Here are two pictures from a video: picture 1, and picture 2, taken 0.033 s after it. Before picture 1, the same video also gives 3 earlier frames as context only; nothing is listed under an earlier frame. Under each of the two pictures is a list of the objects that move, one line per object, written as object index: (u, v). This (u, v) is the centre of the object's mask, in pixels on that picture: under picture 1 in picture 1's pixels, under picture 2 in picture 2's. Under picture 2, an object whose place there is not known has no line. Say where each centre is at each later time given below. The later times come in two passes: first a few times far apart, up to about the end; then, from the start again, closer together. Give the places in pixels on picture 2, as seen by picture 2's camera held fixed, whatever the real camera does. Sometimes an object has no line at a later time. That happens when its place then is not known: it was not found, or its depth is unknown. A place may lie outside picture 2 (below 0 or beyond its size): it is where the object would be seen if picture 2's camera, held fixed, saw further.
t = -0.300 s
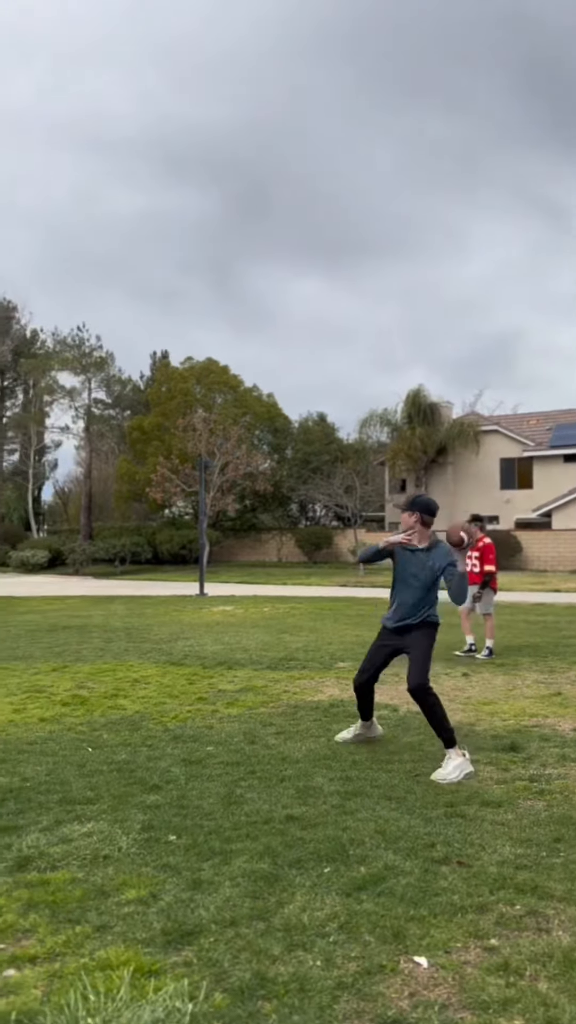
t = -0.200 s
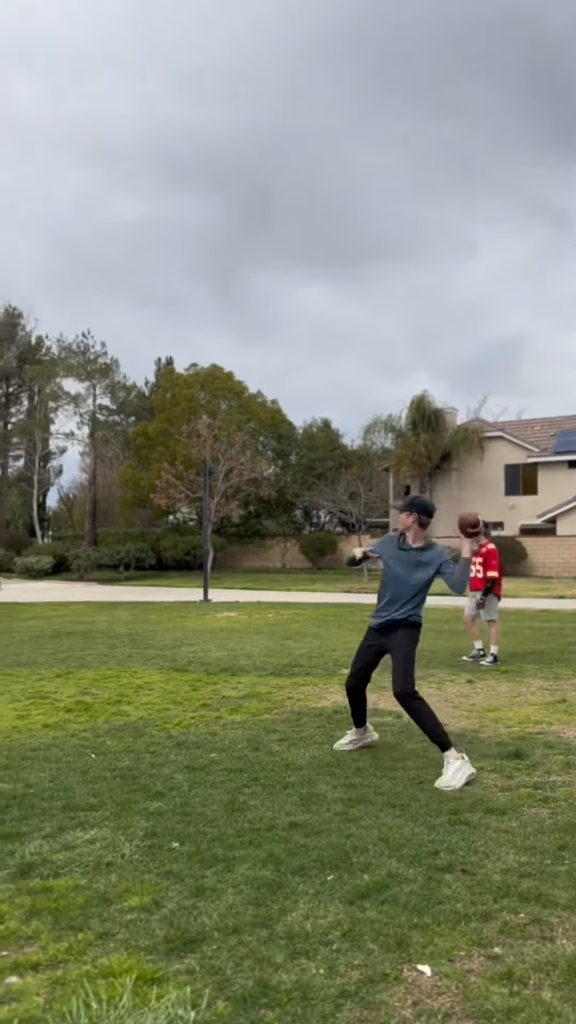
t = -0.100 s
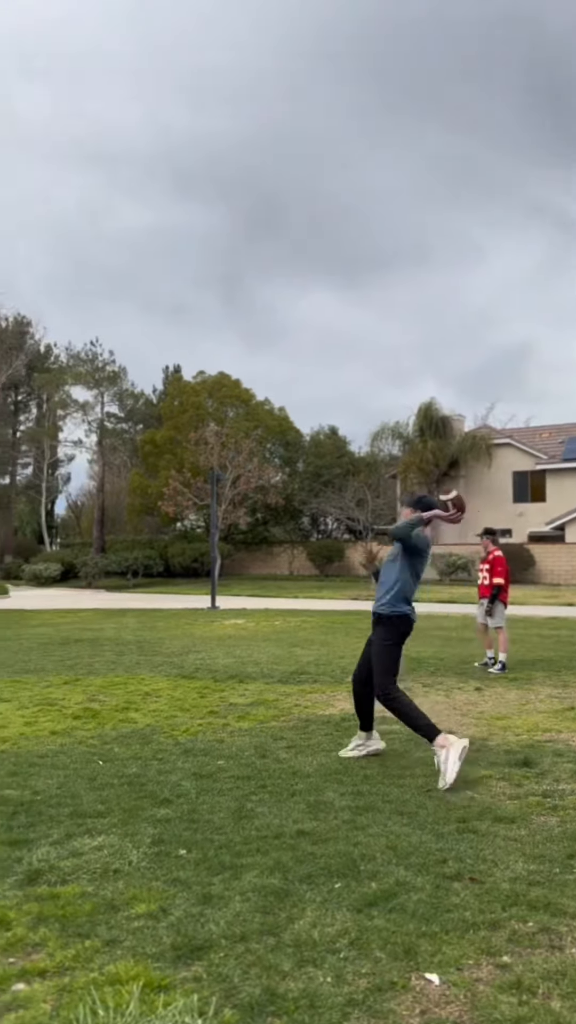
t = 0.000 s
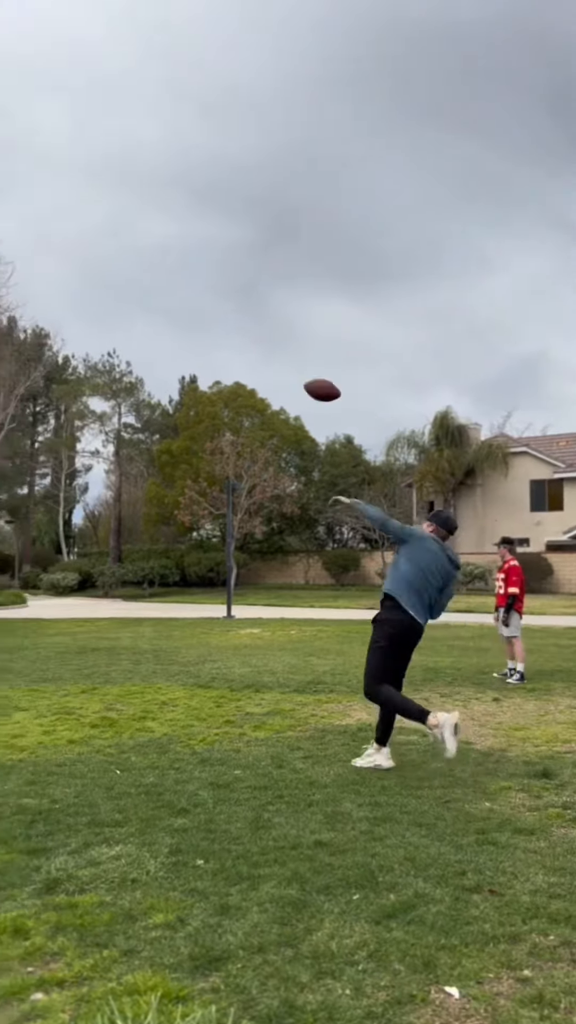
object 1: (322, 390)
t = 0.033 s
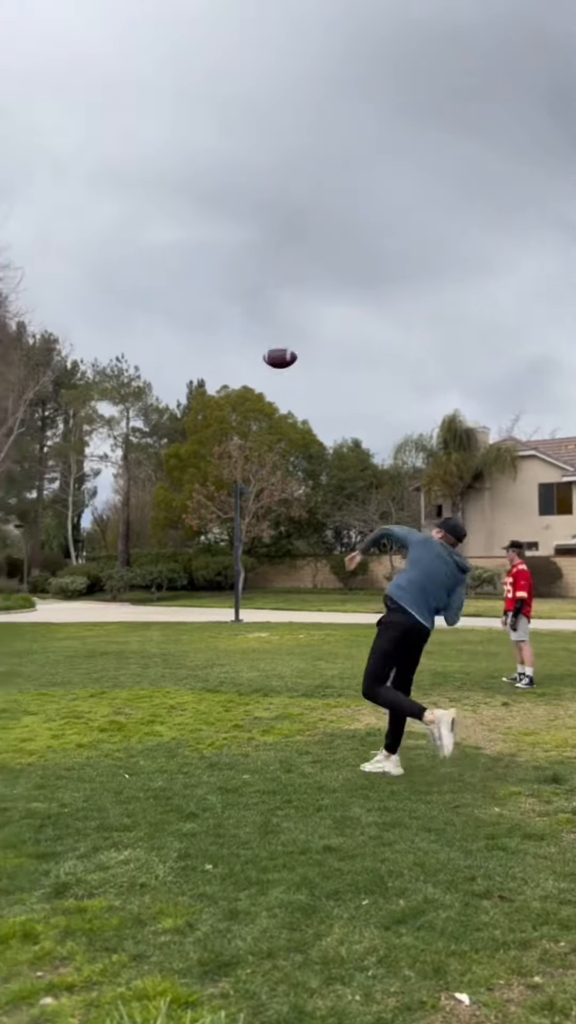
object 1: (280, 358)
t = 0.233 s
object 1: (48, 220)
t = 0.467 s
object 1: (-126, 168)
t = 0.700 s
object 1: (-248, 175)
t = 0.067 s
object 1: (234, 325)
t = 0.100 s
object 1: (190, 298)
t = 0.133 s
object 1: (151, 274)
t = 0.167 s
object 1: (114, 253)
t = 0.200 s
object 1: (80, 235)
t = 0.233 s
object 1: (48, 220)
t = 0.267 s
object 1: (18, 207)
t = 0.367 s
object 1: (-61, 180)
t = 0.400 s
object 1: (-84, 175)
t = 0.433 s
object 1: (-105, 171)
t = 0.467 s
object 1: (-126, 168)
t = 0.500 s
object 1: (-146, 166)
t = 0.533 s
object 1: (-165, 166)
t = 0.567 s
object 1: (-182, 166)
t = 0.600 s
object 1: (-200, 167)
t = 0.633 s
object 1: (-217, 169)
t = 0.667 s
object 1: (-232, 172)
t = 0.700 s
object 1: (-248, 175)
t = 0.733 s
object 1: (-262, 178)
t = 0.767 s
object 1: (-276, 183)
